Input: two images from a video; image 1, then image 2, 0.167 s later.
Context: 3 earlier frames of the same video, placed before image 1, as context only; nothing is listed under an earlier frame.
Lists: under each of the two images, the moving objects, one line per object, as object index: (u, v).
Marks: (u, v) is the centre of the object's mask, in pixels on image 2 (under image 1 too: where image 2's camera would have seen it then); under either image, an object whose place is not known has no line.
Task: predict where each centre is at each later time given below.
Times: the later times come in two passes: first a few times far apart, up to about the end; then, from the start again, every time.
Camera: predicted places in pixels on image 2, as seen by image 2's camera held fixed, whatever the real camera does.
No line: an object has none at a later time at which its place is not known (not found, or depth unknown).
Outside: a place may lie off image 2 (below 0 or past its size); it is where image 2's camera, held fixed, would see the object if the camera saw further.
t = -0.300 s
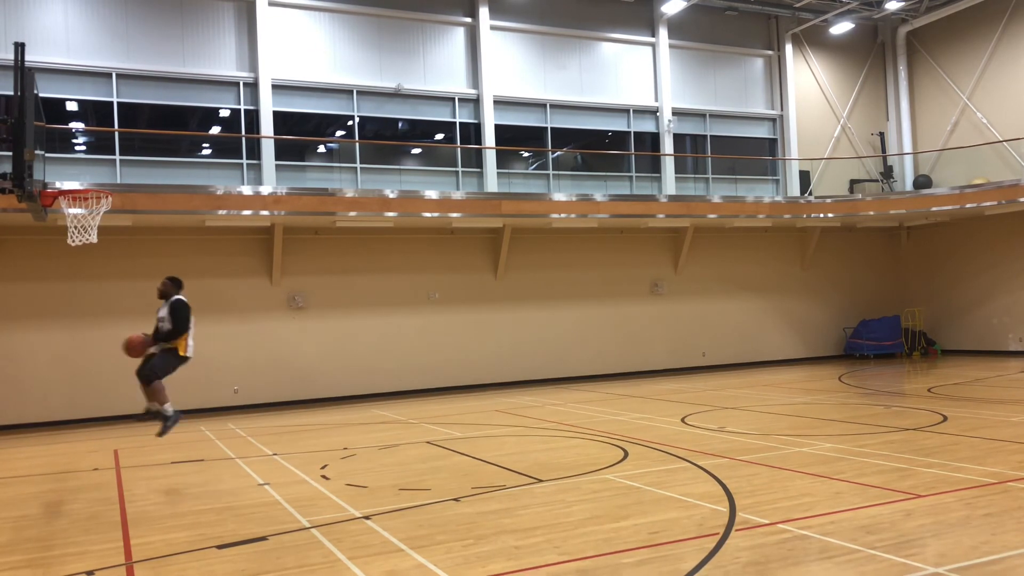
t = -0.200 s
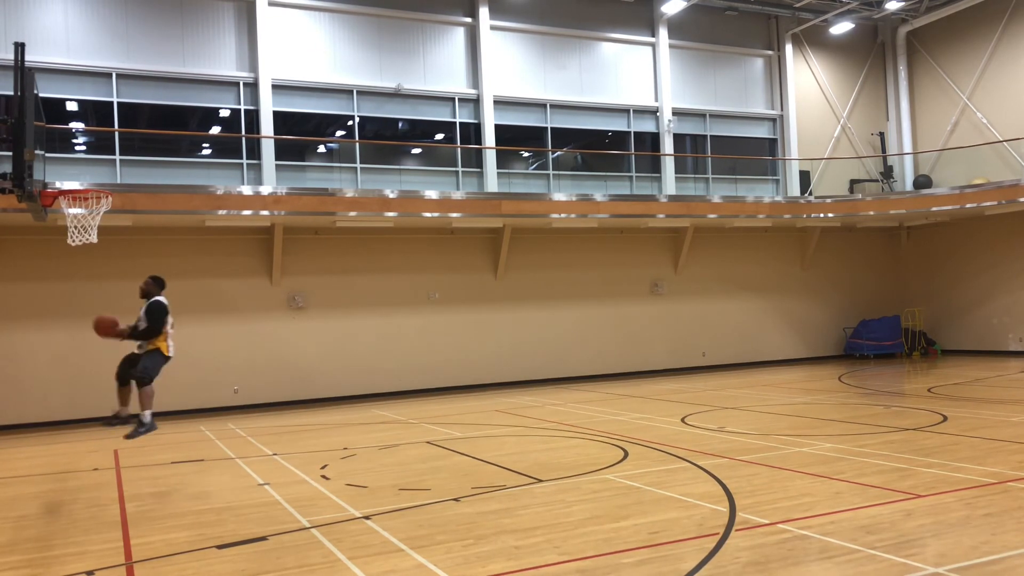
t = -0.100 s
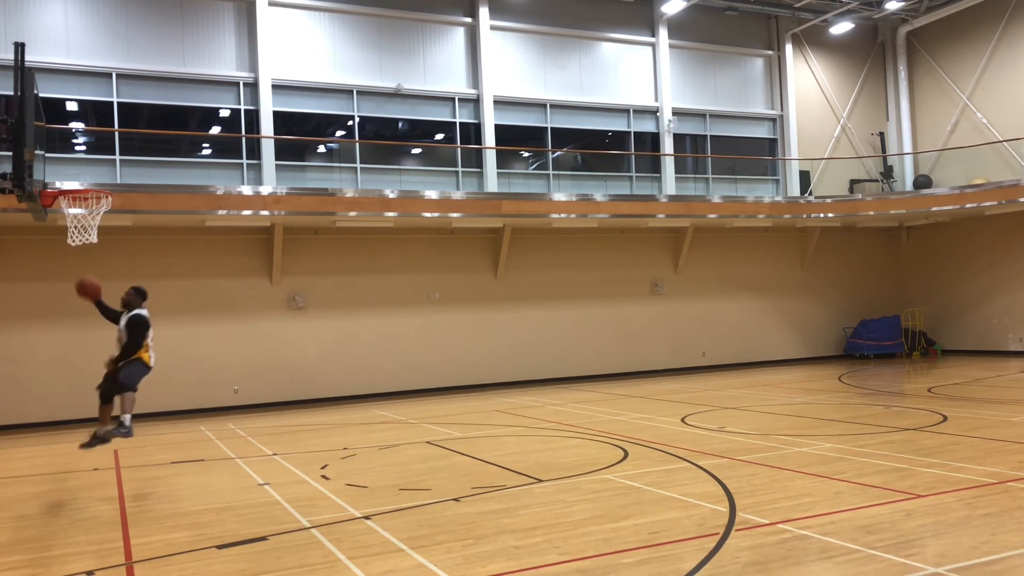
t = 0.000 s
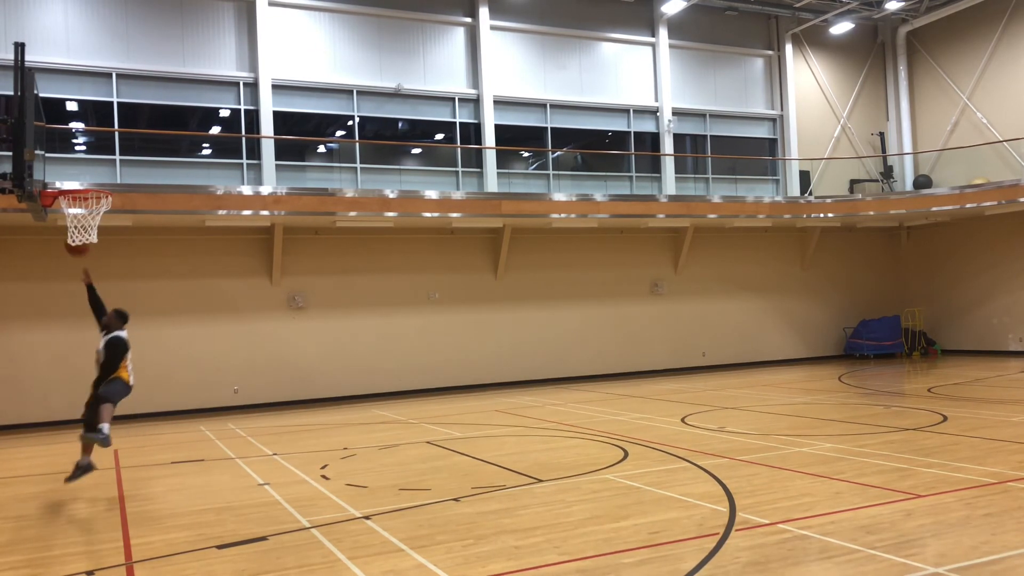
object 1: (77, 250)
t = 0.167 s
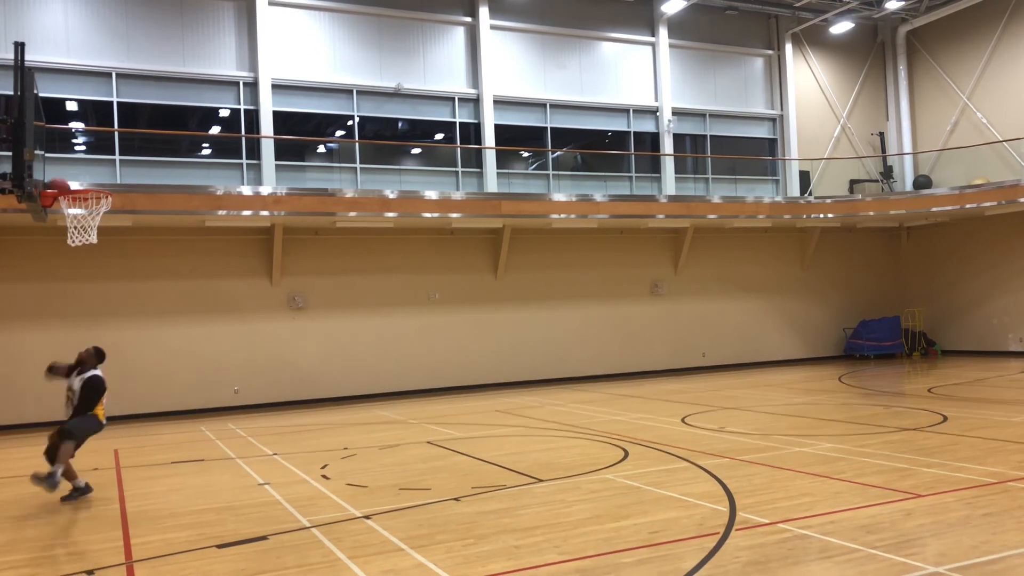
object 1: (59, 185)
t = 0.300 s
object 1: (64, 173)
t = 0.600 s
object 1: (94, 204)
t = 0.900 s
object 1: (104, 276)
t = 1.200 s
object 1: (113, 427)
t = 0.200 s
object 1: (55, 181)
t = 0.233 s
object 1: (59, 178)
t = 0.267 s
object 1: (61, 175)
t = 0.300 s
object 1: (64, 173)
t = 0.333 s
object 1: (67, 172)
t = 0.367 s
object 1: (71, 172)
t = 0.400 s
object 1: (74, 173)
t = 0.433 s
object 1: (77, 175)
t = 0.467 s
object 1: (81, 178)
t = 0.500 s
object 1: (84, 181)
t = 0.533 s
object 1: (88, 184)
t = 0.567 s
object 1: (91, 196)
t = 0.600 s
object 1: (94, 204)
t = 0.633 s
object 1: (97, 210)
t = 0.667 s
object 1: (98, 216)
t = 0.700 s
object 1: (99, 222)
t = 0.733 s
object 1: (102, 235)
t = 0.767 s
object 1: (101, 238)
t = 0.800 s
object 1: (102, 244)
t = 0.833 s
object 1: (102, 254)
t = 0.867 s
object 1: (103, 264)
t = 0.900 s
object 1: (104, 276)
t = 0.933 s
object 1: (104, 288)
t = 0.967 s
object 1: (105, 302)
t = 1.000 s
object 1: (106, 317)
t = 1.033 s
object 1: (107, 332)
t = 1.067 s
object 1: (108, 348)
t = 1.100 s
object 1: (109, 366)
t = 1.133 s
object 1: (110, 385)
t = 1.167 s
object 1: (111, 404)
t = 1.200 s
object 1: (113, 427)
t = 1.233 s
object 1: (114, 448)
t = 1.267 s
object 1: (115, 472)
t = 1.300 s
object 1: (116, 493)
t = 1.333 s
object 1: (113, 477)
